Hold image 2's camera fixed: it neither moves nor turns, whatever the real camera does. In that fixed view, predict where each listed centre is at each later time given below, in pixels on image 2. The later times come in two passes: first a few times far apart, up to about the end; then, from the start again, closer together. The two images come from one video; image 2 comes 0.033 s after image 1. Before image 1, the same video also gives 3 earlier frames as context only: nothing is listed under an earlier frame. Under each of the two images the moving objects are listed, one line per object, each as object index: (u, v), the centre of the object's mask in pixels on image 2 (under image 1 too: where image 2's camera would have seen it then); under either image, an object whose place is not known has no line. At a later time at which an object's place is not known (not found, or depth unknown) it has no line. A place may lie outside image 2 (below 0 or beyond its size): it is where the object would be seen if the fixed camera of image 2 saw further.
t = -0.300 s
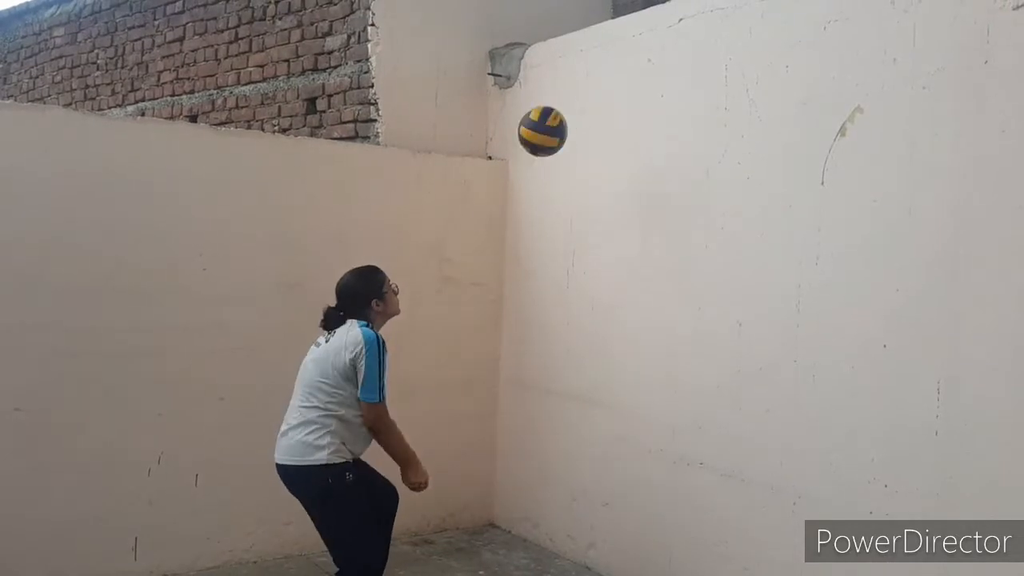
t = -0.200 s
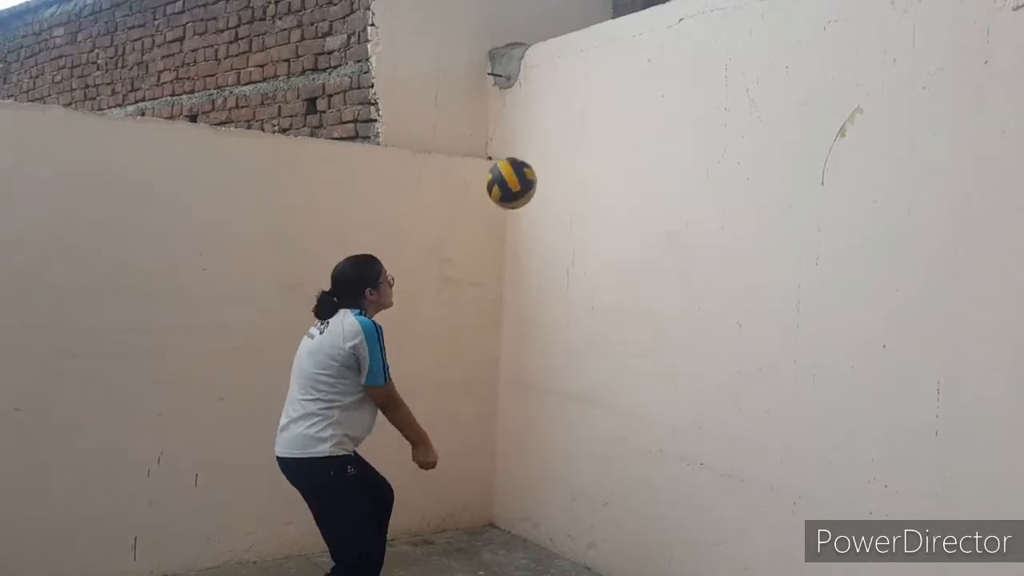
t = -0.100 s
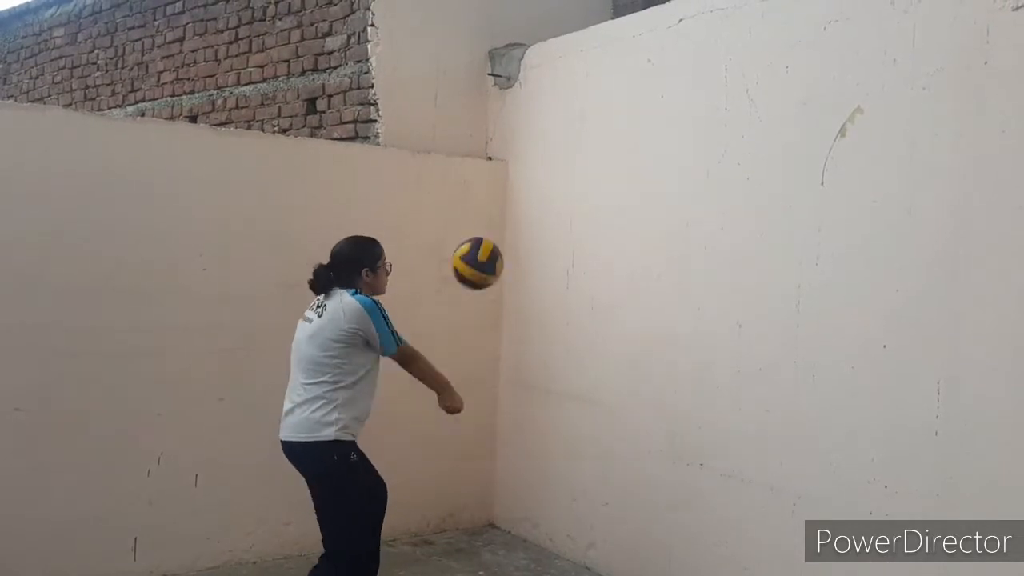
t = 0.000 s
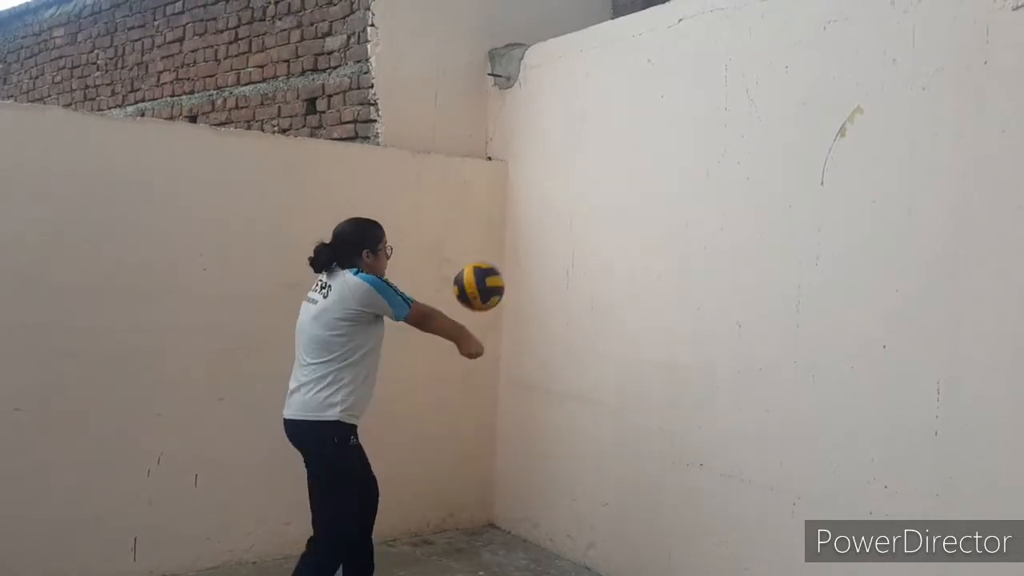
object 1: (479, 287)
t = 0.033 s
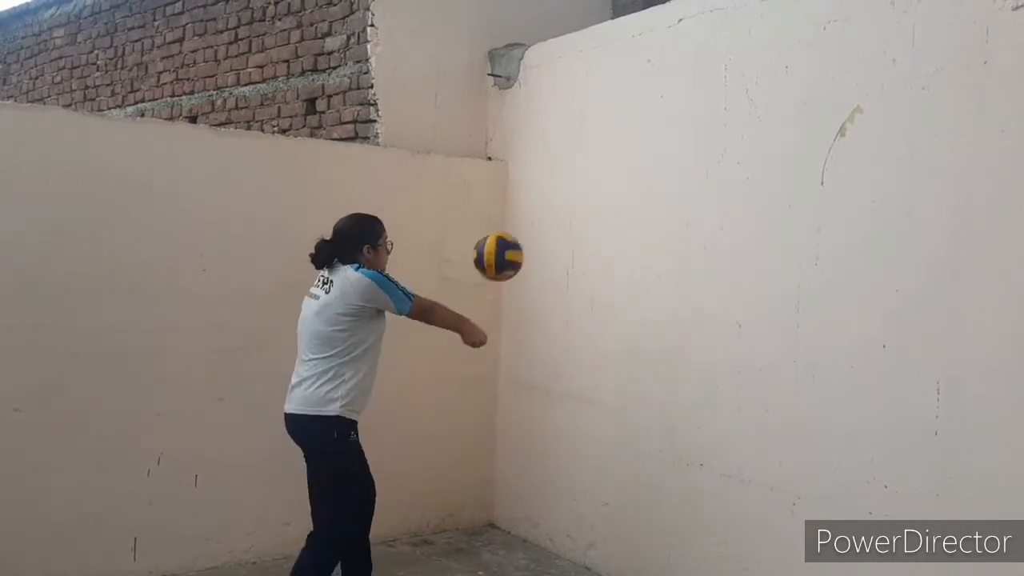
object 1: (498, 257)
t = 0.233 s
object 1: (606, 134)
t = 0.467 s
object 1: (592, 104)
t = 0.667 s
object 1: (529, 180)
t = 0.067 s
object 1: (517, 229)
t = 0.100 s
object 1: (536, 205)
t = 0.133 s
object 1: (554, 183)
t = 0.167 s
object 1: (571, 164)
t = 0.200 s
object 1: (589, 148)
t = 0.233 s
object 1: (606, 134)
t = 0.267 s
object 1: (624, 123)
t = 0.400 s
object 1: (611, 101)
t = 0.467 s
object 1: (592, 104)
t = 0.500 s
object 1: (582, 110)
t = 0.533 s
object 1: (572, 118)
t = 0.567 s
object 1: (561, 129)
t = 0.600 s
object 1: (551, 143)
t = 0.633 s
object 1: (540, 160)
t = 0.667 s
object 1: (529, 180)
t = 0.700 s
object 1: (518, 203)
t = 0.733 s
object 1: (507, 229)
